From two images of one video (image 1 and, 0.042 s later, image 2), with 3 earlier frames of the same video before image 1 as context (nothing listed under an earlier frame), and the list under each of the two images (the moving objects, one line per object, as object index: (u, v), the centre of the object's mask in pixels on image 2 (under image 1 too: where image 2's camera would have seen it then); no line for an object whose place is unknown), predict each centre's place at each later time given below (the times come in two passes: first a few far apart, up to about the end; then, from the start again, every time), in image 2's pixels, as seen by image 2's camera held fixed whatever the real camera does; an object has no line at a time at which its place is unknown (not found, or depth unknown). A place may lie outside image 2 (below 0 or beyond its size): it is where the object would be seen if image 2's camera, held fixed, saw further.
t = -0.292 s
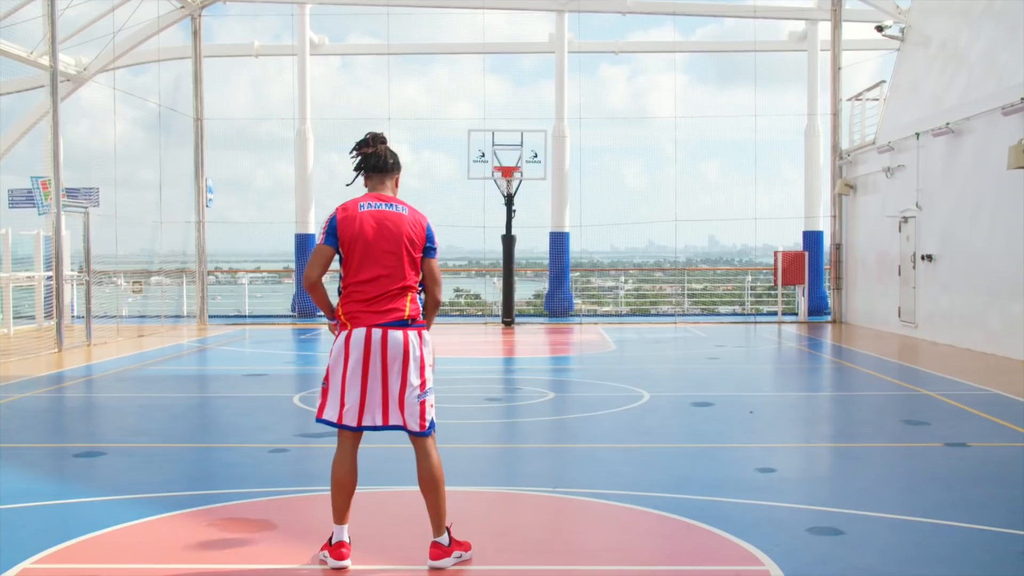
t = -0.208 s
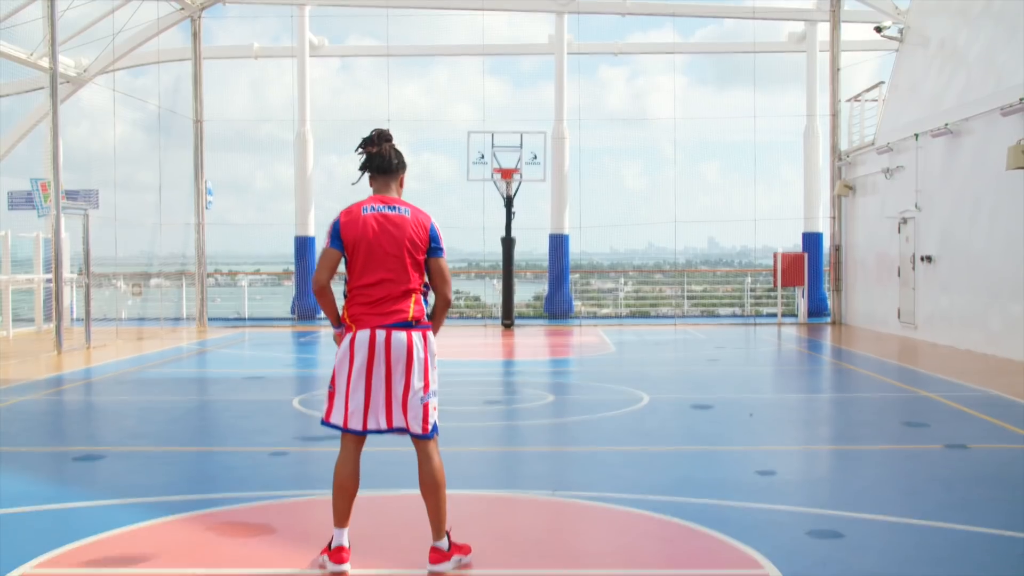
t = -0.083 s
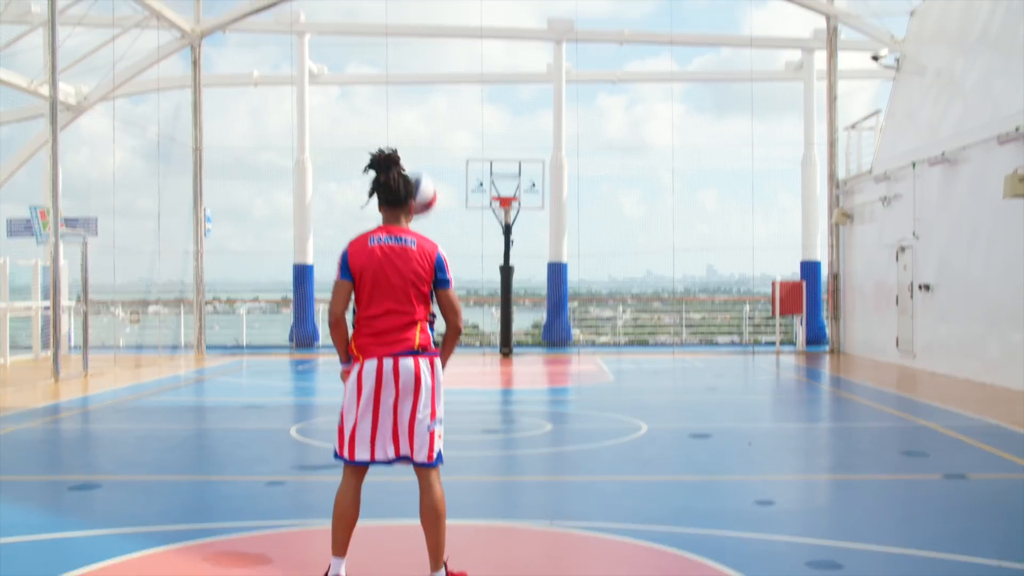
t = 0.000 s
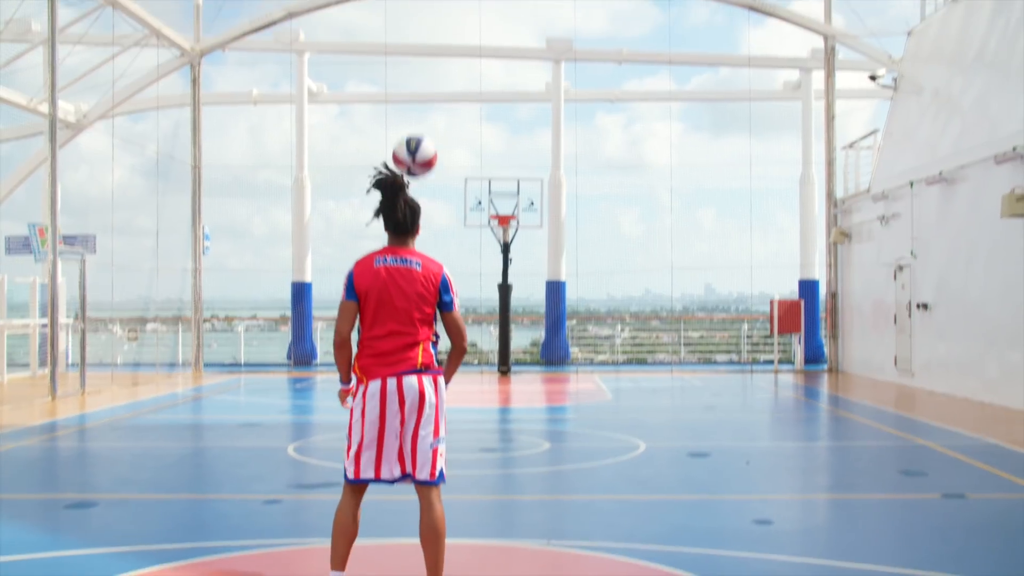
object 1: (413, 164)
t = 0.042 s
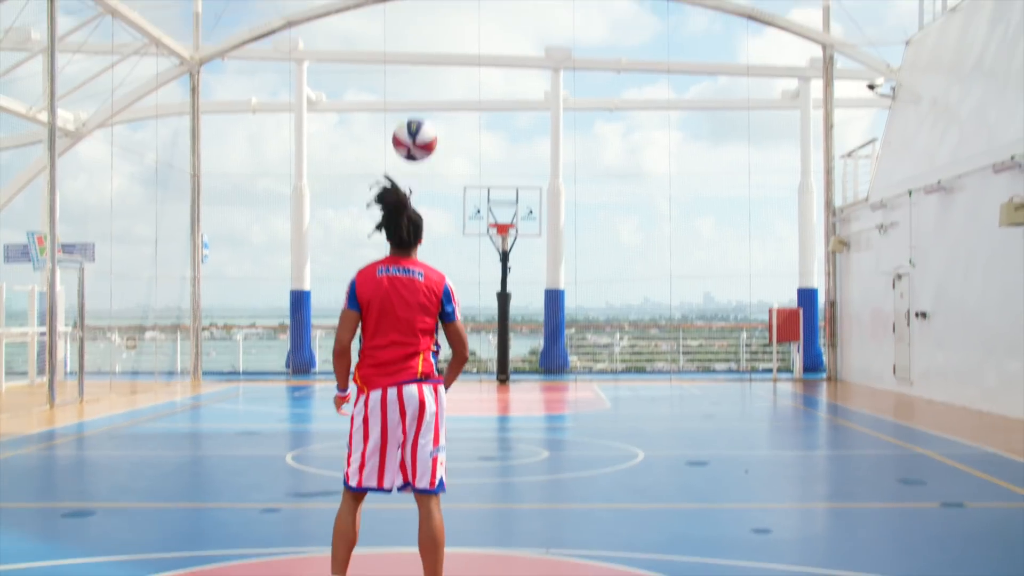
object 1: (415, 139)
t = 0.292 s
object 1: (421, 55)
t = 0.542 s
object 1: (426, 86)
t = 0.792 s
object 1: (435, 238)
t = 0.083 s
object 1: (416, 118)
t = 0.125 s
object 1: (417, 100)
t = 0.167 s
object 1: (417, 84)
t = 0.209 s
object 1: (418, 71)
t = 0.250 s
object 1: (420, 62)
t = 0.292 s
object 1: (421, 55)
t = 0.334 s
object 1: (422, 52)
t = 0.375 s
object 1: (422, 52)
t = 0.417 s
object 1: (423, 55)
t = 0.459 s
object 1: (424, 62)
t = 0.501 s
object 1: (425, 72)
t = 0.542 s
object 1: (426, 86)
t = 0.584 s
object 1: (428, 103)
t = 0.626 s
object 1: (430, 123)
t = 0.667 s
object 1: (429, 146)
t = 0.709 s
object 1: (431, 175)
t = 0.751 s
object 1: (432, 205)
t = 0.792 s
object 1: (435, 238)
